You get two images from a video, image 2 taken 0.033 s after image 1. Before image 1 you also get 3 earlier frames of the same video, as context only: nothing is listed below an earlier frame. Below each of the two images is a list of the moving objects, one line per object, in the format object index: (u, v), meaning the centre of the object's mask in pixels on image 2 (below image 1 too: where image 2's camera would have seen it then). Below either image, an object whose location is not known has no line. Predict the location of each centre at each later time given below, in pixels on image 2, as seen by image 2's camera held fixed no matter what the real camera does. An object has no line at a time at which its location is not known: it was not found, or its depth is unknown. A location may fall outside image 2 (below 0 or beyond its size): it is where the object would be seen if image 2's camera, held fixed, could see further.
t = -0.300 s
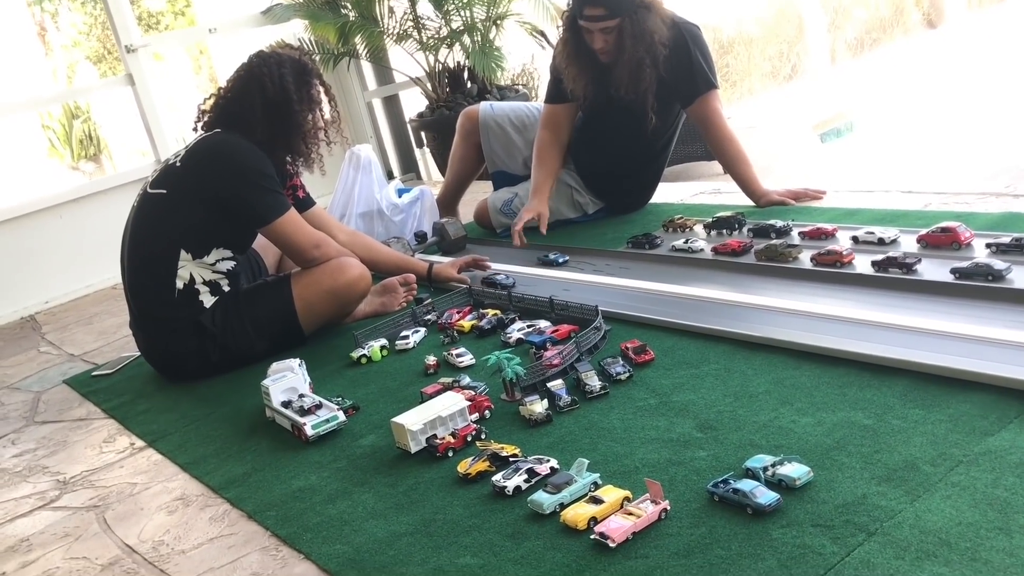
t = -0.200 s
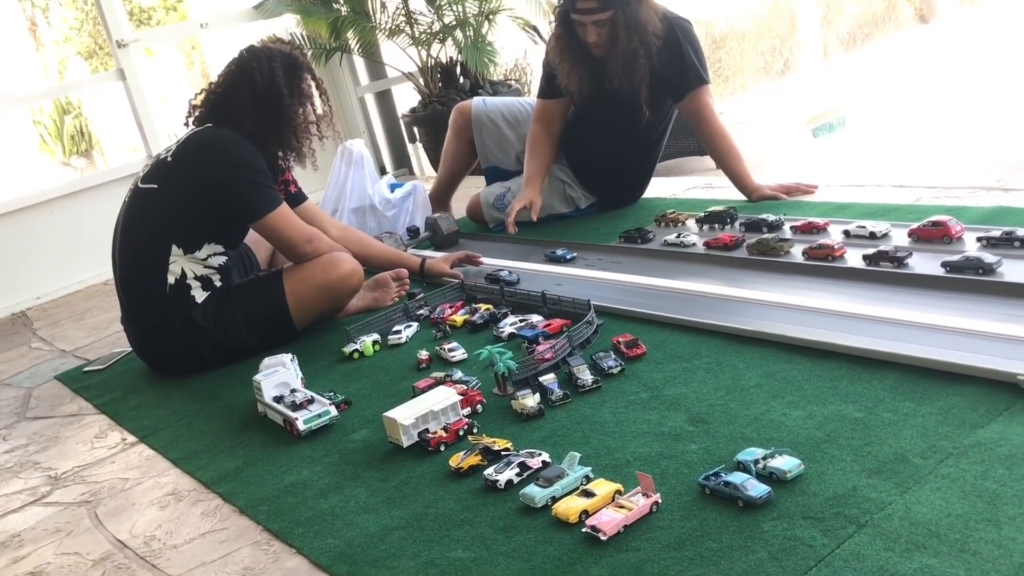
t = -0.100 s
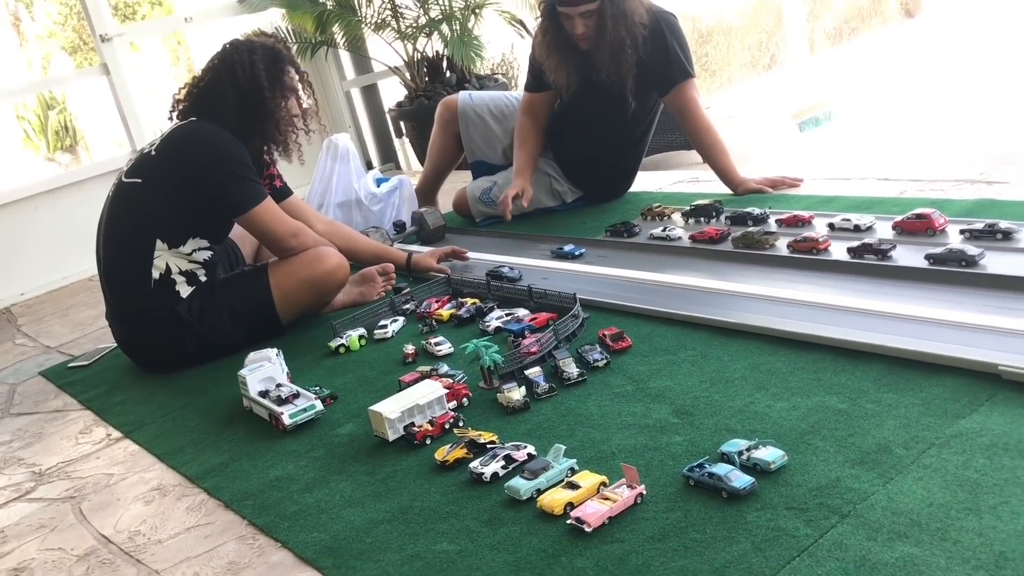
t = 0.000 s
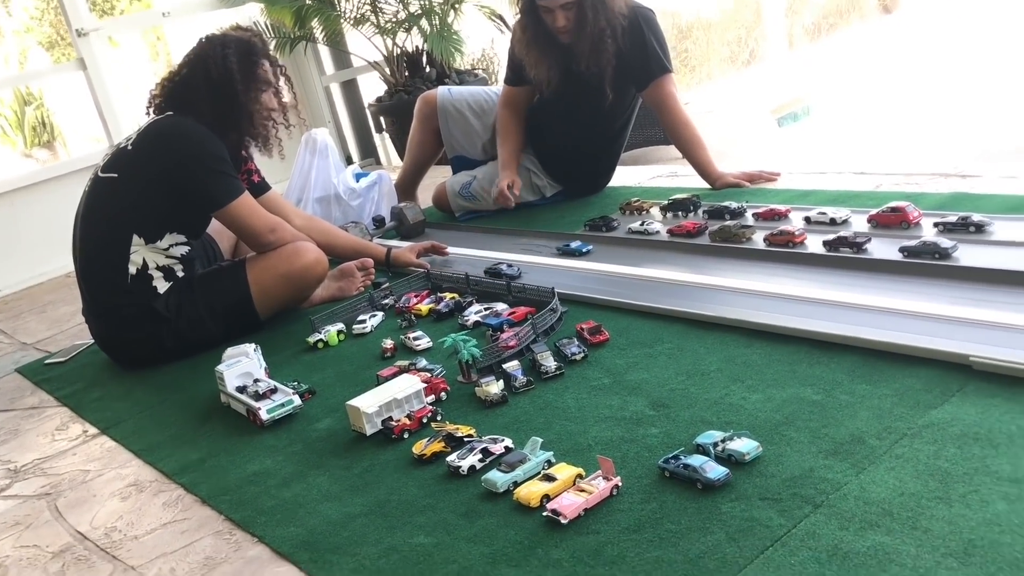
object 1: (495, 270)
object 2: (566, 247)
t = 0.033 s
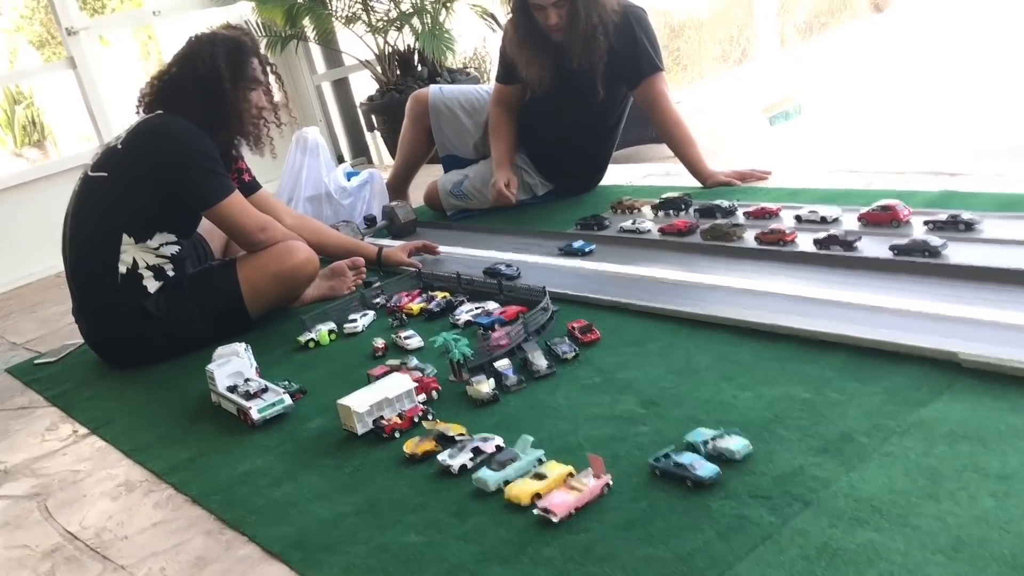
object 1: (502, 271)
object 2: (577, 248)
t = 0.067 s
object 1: (510, 272)
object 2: (588, 249)
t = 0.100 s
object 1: (519, 274)
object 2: (601, 250)
